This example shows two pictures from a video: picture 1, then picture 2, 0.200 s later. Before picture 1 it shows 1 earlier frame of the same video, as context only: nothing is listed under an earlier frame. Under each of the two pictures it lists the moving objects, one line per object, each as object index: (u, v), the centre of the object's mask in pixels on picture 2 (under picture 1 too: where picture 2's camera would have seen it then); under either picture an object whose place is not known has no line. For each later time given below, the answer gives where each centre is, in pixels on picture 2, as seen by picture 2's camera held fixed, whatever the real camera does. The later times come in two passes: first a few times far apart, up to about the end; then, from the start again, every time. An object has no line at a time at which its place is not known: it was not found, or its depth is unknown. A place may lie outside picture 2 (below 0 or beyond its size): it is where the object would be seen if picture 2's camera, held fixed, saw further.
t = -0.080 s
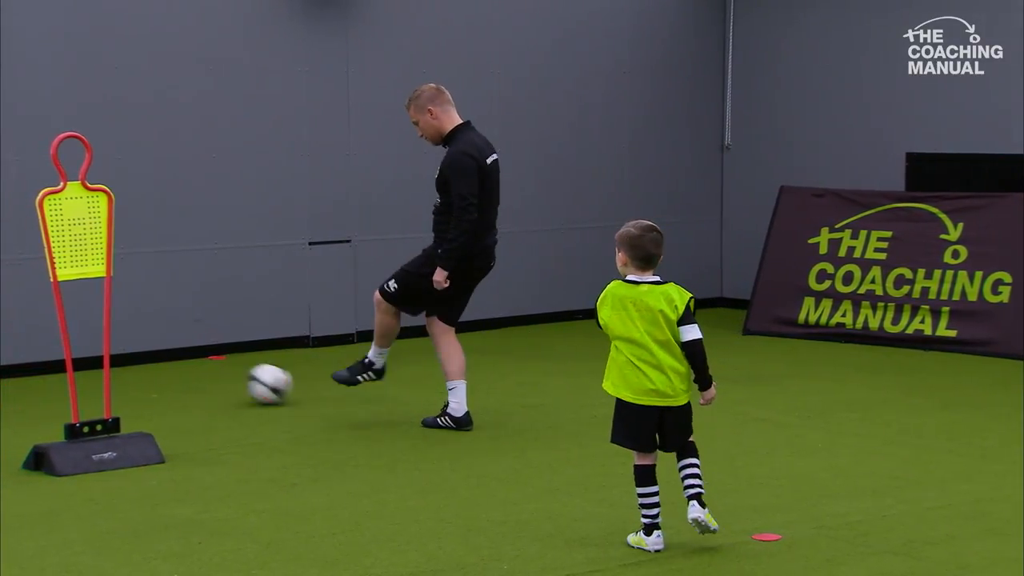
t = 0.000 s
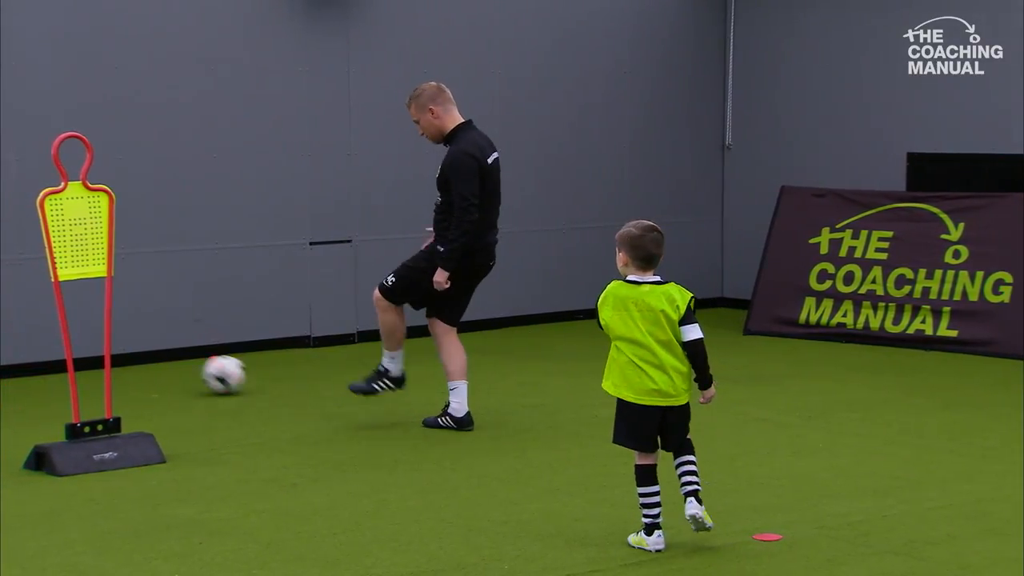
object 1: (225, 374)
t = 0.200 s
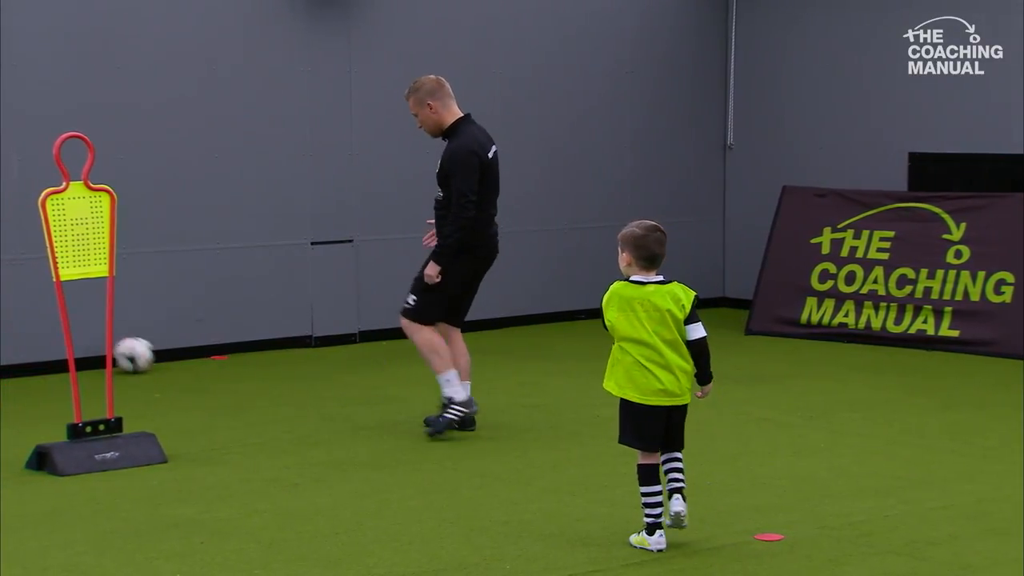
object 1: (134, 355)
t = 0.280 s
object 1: (137, 341)
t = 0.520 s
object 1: (225, 352)
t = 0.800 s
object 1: (303, 367)
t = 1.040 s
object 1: (355, 385)
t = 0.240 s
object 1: (126, 349)
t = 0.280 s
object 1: (137, 341)
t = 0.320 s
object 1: (150, 336)
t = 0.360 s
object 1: (165, 334)
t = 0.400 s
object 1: (179, 334)
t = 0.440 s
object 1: (195, 338)
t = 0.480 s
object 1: (211, 344)
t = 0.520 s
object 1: (225, 352)
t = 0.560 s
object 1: (241, 365)
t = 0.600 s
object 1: (255, 371)
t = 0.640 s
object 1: (265, 364)
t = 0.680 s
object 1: (274, 360)
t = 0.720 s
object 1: (283, 360)
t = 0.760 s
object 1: (293, 362)
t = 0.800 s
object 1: (303, 367)
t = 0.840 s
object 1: (313, 377)
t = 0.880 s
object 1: (323, 382)
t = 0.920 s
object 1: (331, 378)
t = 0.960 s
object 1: (339, 377)
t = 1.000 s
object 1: (347, 379)
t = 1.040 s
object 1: (355, 385)
